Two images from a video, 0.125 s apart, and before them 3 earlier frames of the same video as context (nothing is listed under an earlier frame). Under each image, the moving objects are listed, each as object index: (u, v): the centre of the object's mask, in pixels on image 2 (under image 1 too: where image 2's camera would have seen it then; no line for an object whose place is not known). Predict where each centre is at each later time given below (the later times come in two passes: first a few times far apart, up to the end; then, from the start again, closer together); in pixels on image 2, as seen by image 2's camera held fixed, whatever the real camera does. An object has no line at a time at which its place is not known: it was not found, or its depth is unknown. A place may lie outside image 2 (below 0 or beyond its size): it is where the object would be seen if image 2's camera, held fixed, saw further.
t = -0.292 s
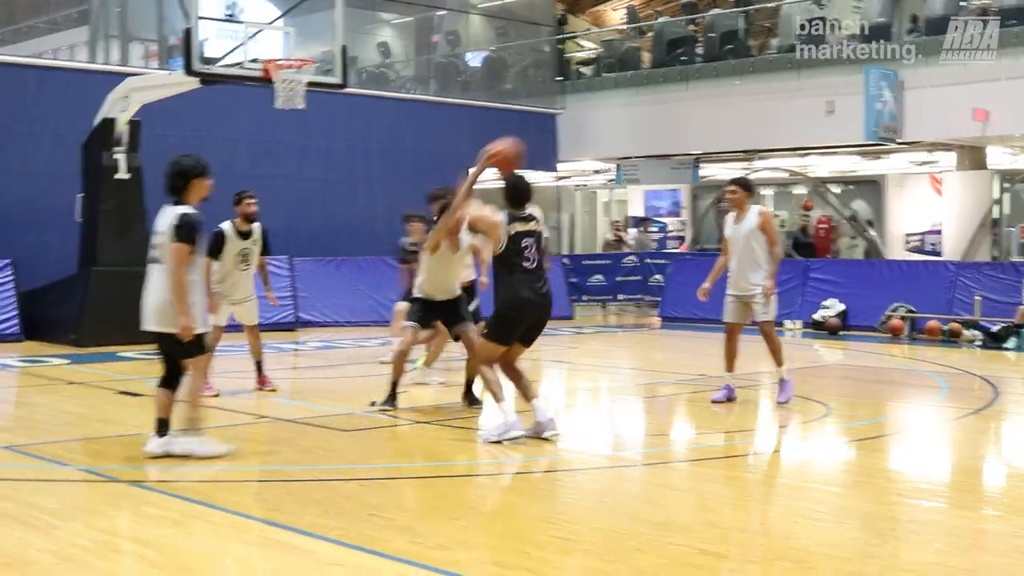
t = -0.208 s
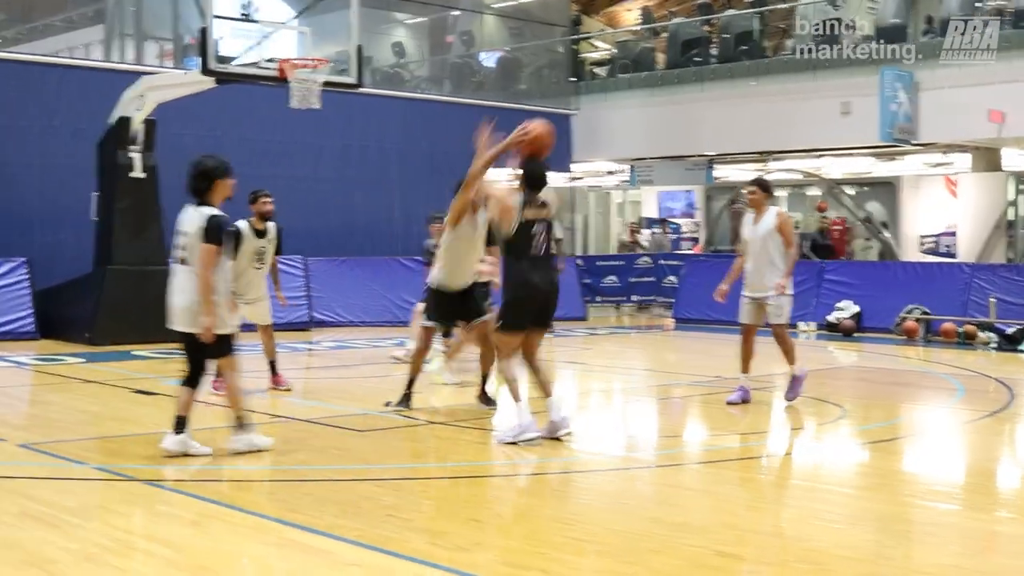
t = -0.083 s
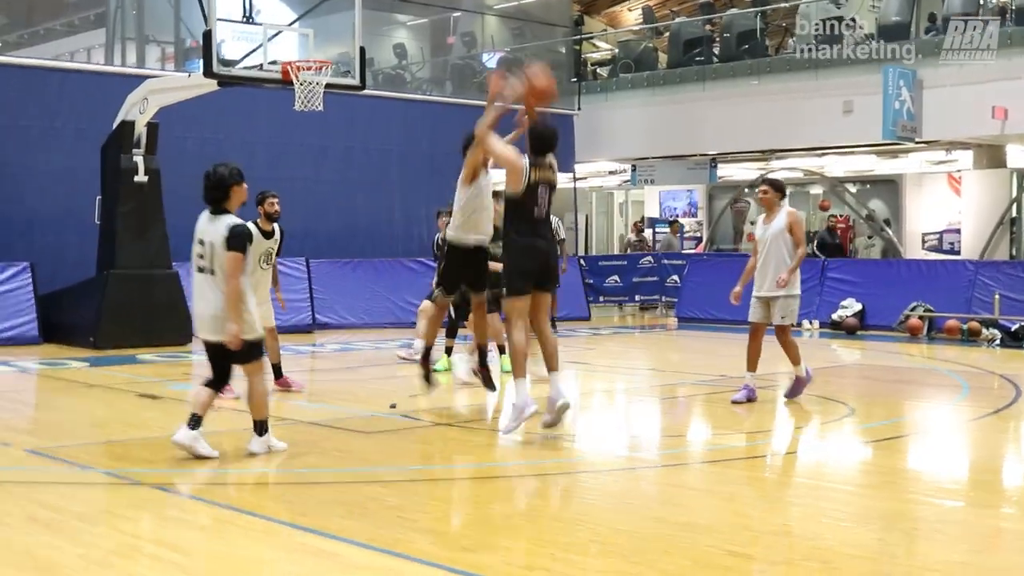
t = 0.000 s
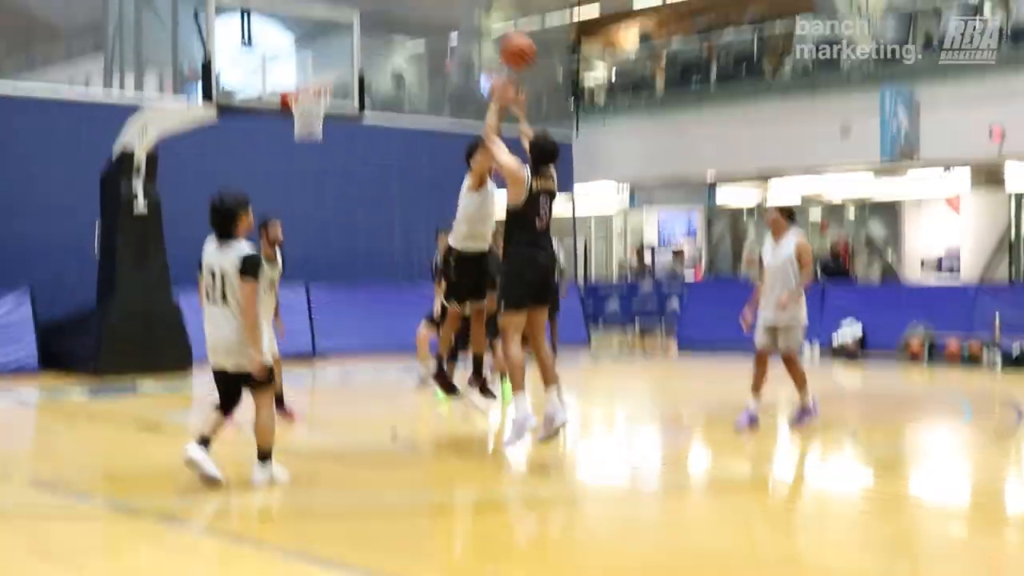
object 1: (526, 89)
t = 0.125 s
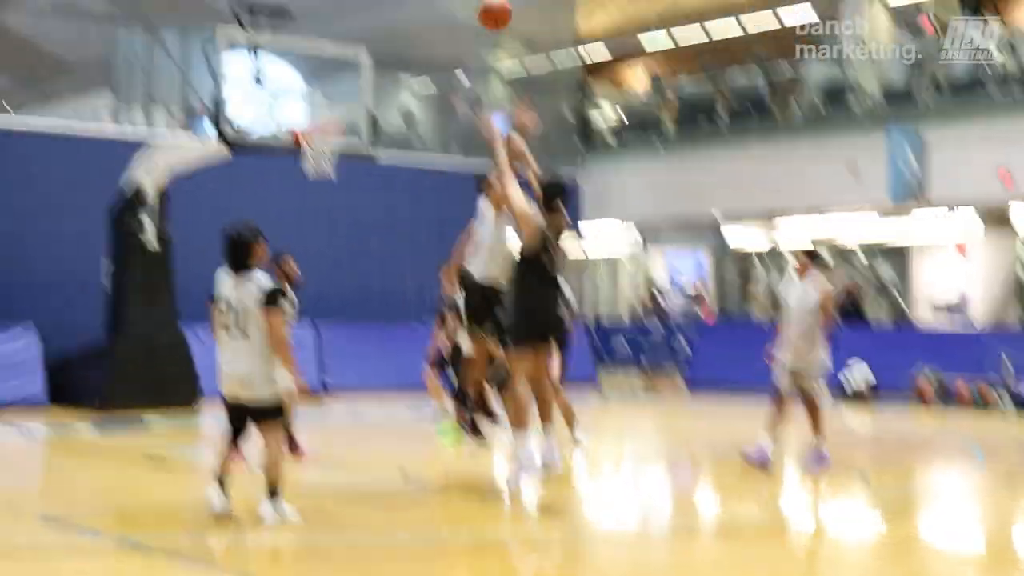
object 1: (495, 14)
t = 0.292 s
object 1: (456, -47)
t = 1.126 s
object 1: (330, 152)
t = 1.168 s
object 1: (324, 178)
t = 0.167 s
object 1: (484, -7)
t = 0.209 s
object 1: (474, -26)
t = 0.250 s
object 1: (463, -36)
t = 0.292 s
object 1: (456, -47)
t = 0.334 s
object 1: (448, -54)
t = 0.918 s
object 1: (358, 43)
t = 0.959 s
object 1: (351, 65)
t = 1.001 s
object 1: (346, 82)
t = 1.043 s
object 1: (341, 102)
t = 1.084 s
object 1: (336, 126)
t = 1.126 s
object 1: (330, 152)
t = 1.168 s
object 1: (324, 178)
